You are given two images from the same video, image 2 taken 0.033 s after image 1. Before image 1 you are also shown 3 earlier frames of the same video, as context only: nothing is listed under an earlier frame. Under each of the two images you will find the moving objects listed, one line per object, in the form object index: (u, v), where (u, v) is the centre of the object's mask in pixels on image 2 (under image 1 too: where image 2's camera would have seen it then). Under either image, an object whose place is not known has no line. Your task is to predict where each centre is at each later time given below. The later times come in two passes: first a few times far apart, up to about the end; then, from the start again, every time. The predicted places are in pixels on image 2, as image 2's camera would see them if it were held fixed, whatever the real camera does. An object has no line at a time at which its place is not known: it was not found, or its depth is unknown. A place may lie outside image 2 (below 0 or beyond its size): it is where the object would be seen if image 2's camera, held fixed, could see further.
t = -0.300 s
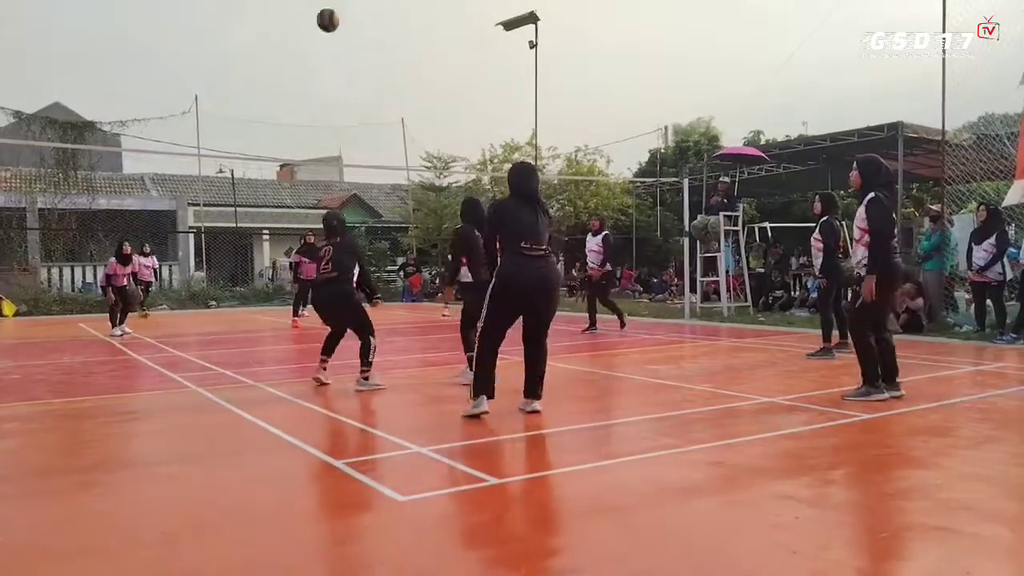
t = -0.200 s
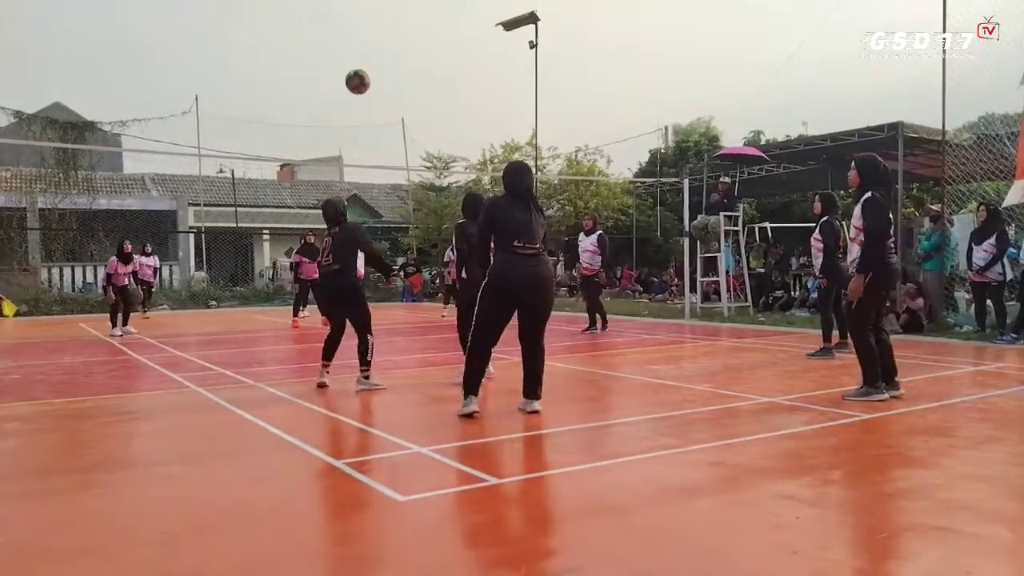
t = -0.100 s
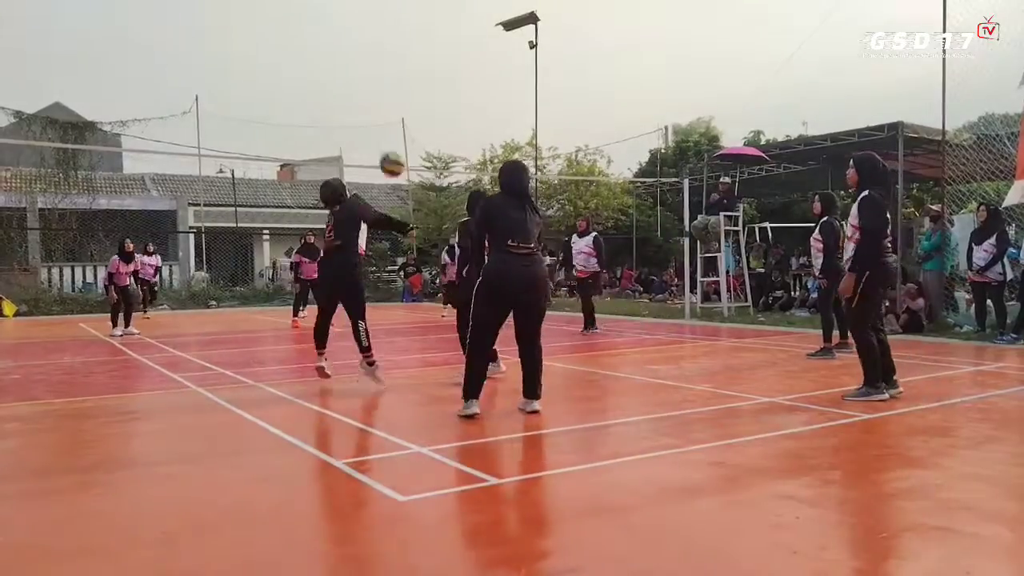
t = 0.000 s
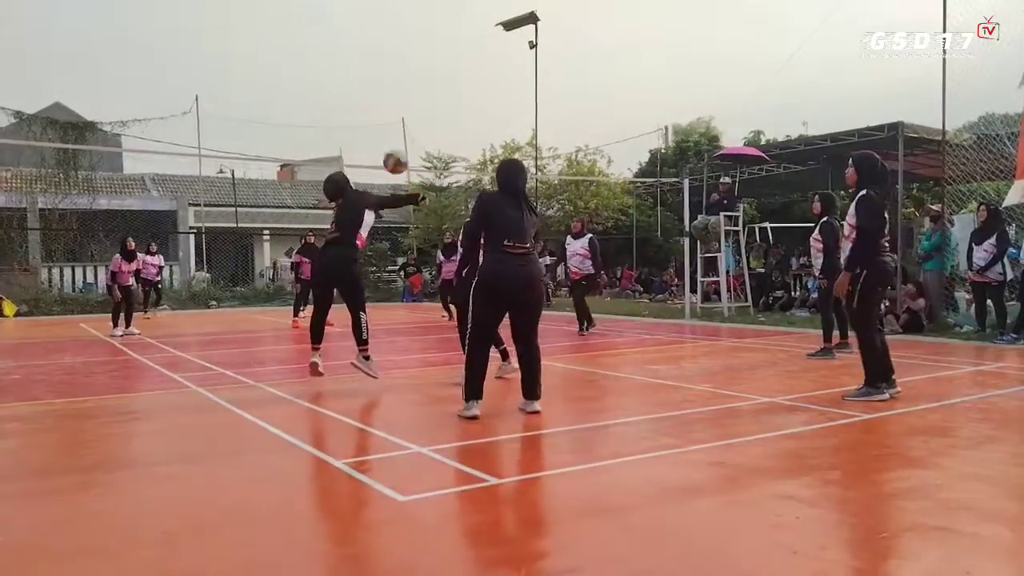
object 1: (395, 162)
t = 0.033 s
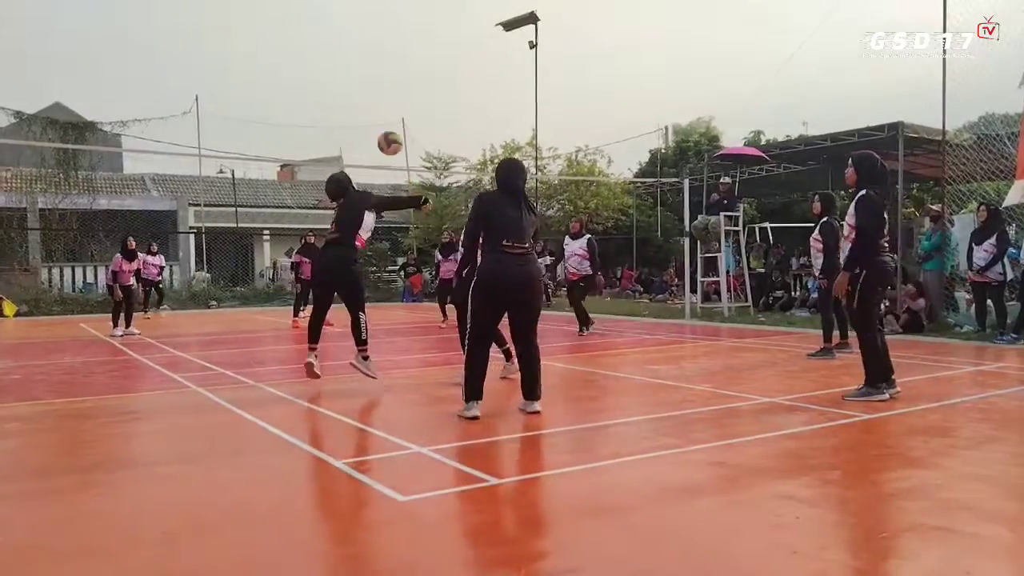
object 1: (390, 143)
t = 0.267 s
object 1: (356, 65)
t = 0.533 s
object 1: (330, 60)
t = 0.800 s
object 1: (312, 114)
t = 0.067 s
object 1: (384, 126)
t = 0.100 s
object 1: (379, 112)
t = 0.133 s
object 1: (374, 100)
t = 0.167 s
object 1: (369, 89)
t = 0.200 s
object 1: (365, 79)
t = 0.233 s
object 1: (360, 71)
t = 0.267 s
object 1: (356, 65)
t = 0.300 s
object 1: (352, 60)
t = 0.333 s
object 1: (348, 57)
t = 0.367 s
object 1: (345, 55)
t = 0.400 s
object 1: (342, 54)
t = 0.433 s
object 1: (338, 54)
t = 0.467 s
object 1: (335, 55)
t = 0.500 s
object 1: (332, 57)
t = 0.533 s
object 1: (330, 60)
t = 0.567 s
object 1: (327, 64)
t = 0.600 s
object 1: (325, 69)
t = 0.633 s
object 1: (322, 75)
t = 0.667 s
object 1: (319, 81)
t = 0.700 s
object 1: (318, 88)
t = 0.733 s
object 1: (315, 96)
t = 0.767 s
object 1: (313, 105)
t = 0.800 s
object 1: (312, 114)
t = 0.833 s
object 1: (310, 124)
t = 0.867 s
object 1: (309, 134)
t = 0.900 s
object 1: (307, 145)
